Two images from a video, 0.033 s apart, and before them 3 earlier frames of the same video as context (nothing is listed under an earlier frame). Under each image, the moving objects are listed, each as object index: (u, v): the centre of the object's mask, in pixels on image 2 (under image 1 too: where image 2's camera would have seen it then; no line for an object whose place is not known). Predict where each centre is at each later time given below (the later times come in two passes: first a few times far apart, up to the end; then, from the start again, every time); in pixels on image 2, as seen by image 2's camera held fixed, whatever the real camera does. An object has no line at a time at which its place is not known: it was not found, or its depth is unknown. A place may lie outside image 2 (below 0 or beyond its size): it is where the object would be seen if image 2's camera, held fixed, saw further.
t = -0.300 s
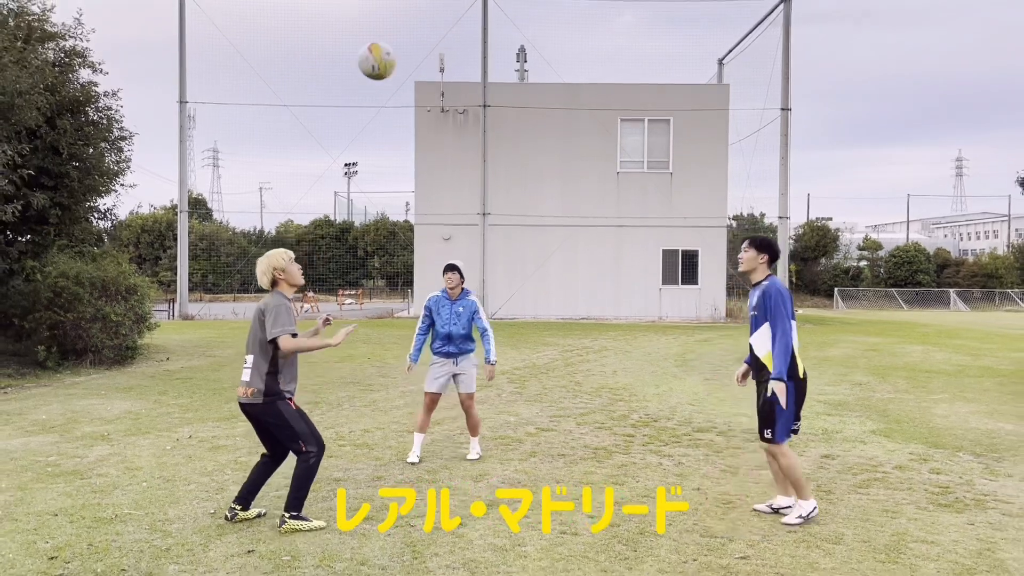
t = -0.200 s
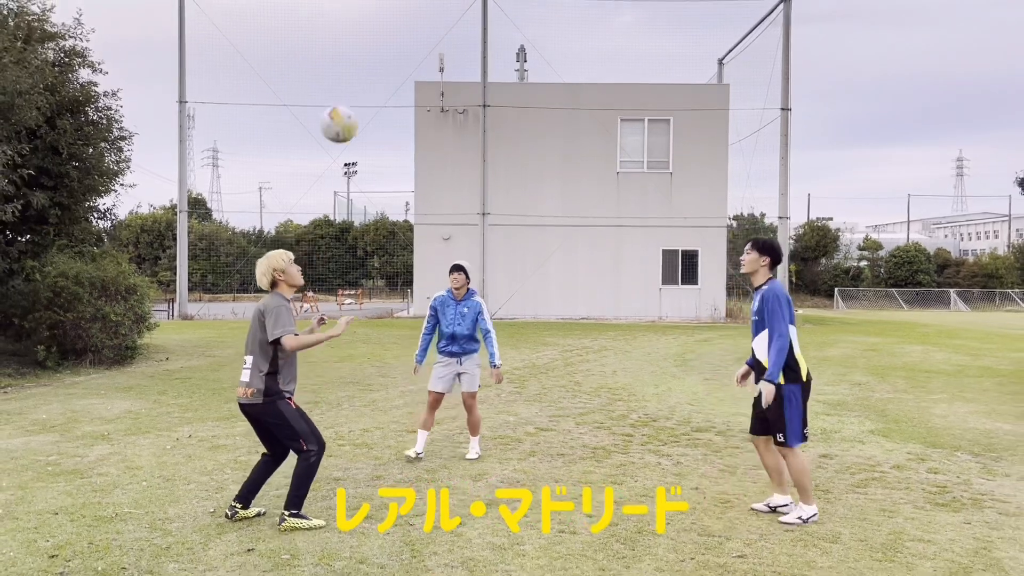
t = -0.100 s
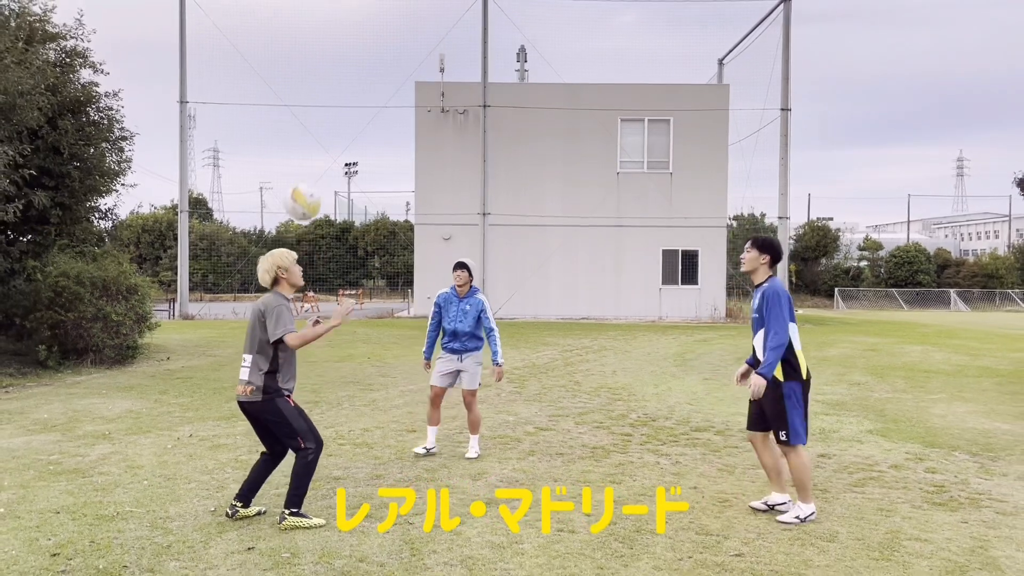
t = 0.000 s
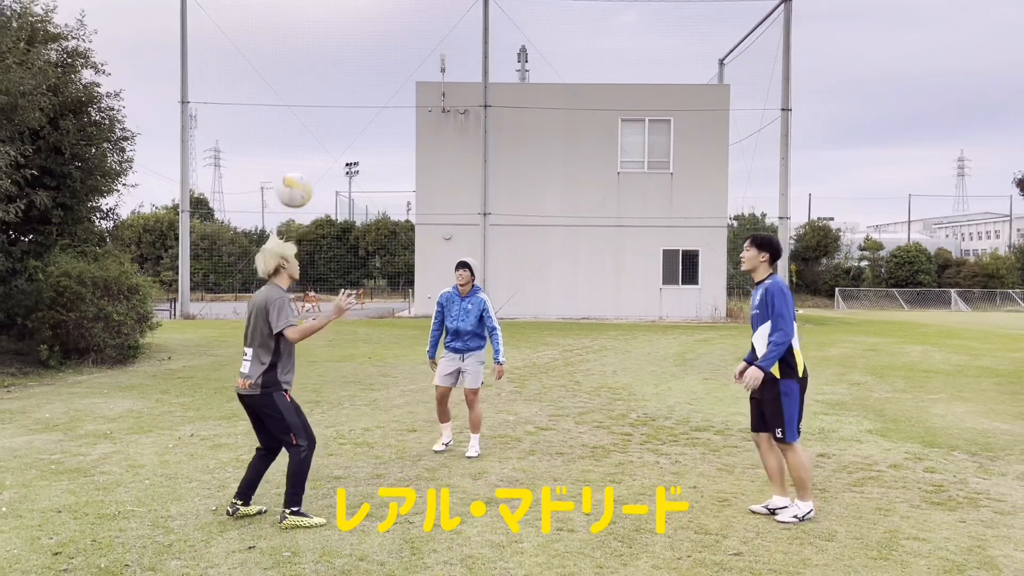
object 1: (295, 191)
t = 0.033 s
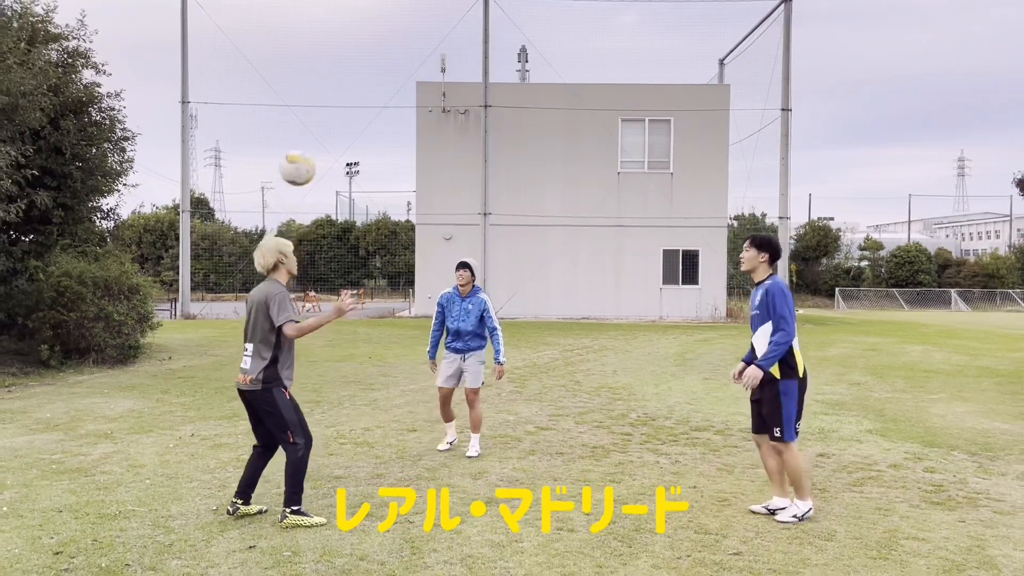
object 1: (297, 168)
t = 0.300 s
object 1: (318, 64)
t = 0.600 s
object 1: (339, 72)
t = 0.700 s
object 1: (346, 100)
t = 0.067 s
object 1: (300, 148)
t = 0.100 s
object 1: (303, 130)
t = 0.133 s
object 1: (305, 114)
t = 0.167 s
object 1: (308, 100)
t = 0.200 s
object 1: (310, 88)
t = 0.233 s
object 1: (313, 78)
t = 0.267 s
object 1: (316, 69)
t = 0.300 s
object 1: (318, 64)
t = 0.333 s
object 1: (321, 58)
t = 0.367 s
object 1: (323, 55)
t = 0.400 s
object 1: (325, 53)
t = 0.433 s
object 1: (328, 53)
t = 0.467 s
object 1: (330, 54)
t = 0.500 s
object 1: (333, 57)
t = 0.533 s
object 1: (335, 60)
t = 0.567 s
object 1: (337, 66)
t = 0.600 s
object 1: (339, 72)
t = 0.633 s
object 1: (341, 80)
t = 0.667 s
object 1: (344, 90)
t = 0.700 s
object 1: (346, 100)
